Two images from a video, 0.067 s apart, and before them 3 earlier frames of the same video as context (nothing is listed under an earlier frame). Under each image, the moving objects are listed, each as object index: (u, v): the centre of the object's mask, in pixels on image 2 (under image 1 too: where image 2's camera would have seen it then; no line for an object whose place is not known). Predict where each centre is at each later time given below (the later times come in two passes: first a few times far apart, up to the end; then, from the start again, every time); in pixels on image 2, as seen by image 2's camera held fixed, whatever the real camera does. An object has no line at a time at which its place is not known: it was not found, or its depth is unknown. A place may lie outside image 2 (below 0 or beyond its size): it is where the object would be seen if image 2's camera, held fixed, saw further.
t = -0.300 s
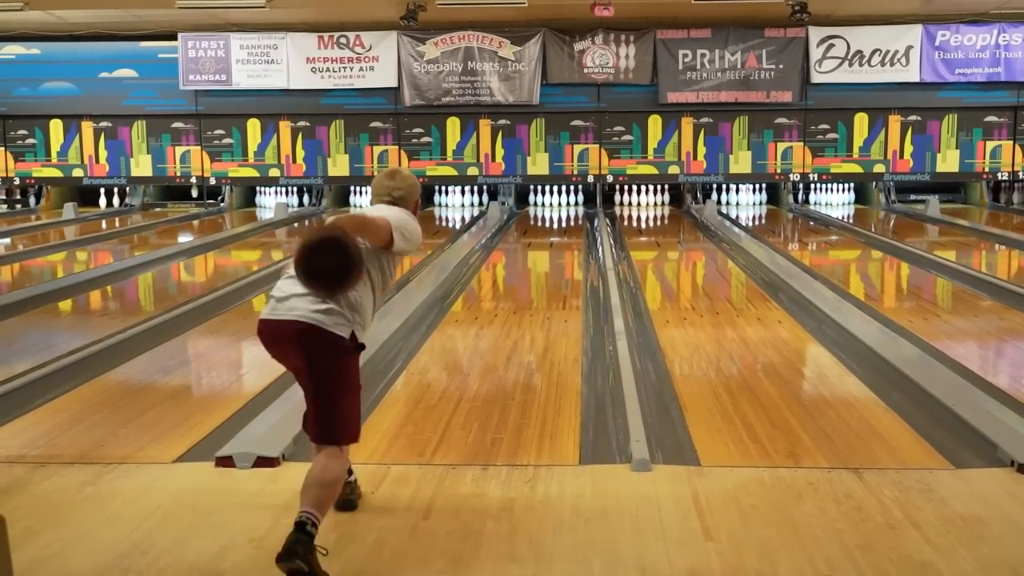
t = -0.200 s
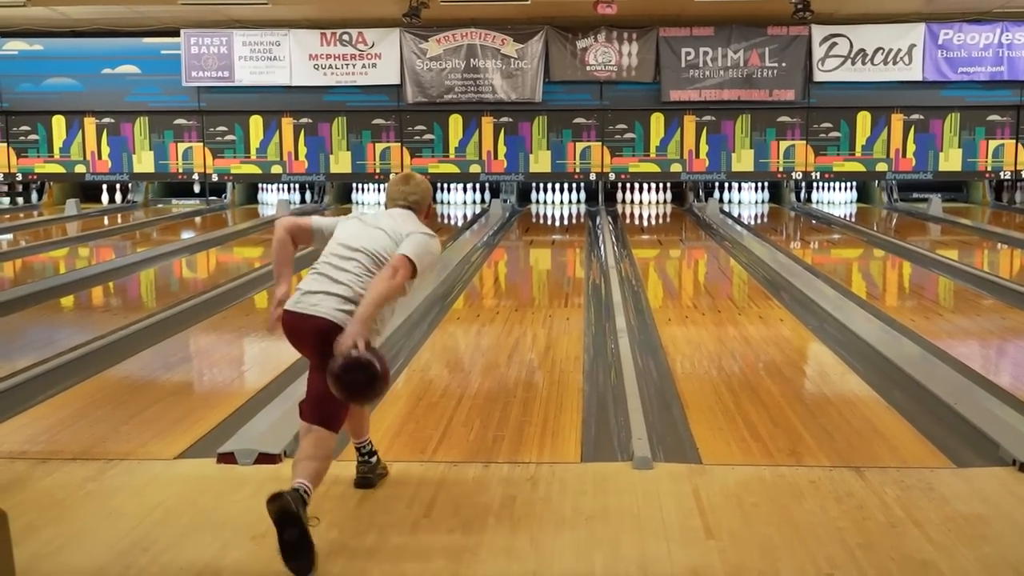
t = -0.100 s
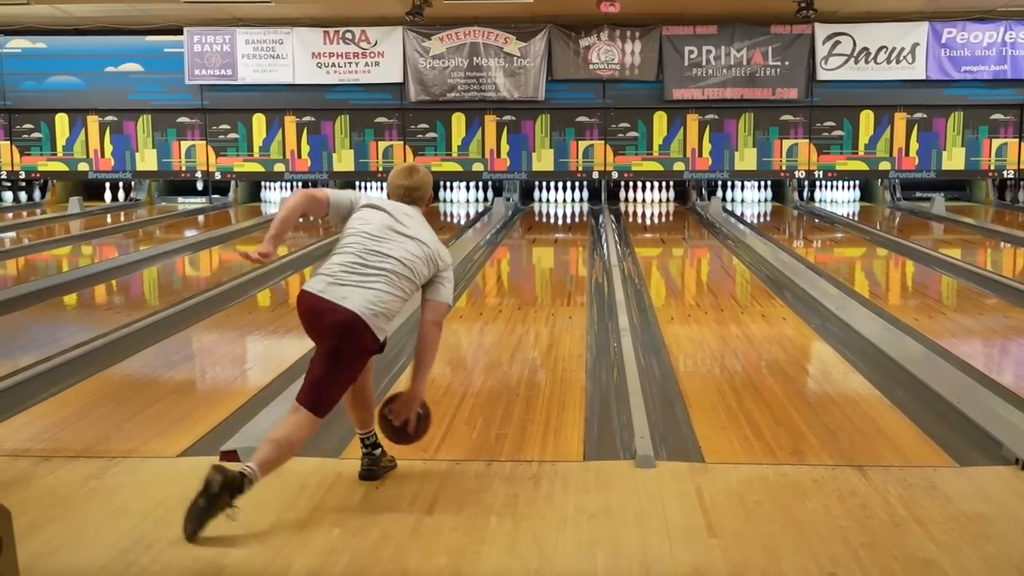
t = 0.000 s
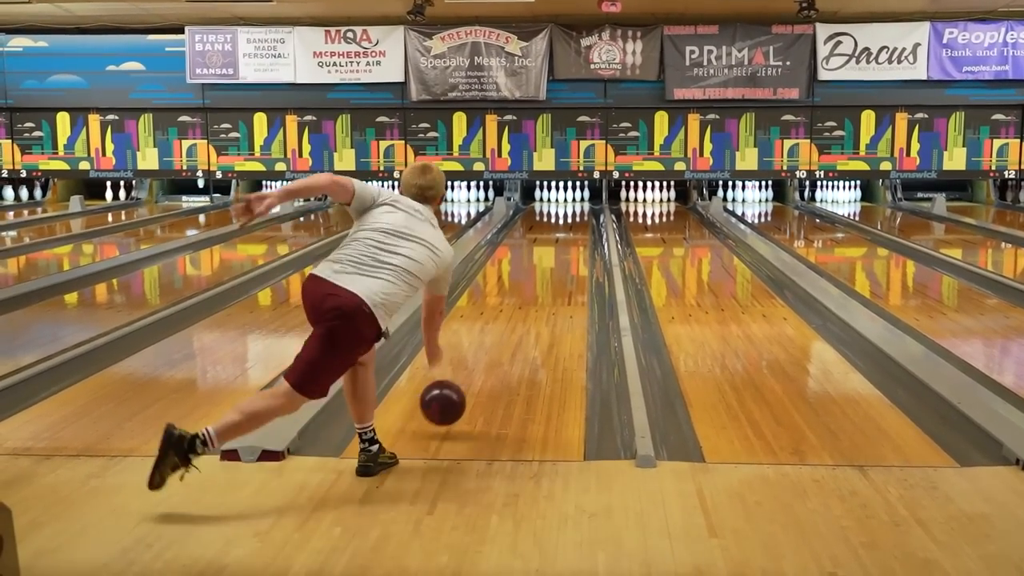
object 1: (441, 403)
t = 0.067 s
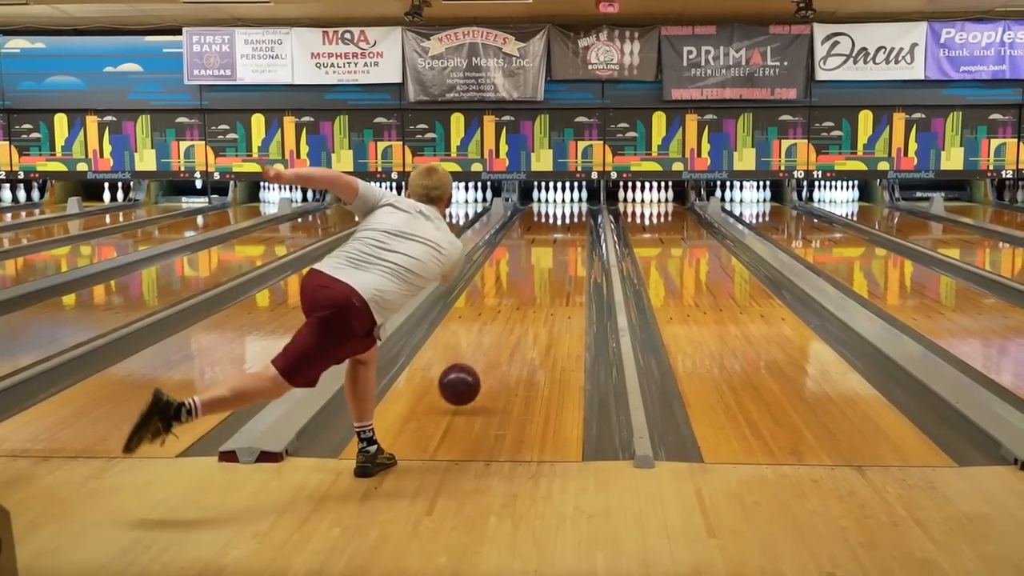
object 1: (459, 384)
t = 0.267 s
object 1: (498, 341)
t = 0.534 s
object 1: (529, 298)
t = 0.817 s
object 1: (551, 269)
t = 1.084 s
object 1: (564, 251)
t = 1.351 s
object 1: (570, 239)
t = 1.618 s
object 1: (573, 227)
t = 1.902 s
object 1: (574, 215)
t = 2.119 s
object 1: (570, 206)
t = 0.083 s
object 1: (463, 381)
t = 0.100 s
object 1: (467, 379)
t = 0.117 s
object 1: (471, 377)
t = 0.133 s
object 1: (475, 373)
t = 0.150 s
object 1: (478, 369)
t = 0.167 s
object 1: (481, 364)
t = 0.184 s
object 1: (484, 361)
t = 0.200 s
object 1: (487, 357)
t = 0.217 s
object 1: (490, 353)
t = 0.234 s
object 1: (493, 349)
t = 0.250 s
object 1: (496, 345)
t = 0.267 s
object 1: (498, 341)
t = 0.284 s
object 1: (500, 338)
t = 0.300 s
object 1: (503, 335)
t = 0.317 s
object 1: (505, 331)
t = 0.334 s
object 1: (507, 328)
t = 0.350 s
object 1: (509, 325)
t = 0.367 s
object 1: (512, 322)
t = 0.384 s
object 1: (513, 319)
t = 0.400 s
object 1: (515, 317)
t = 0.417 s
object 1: (517, 315)
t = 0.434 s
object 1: (519, 312)
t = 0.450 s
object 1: (521, 310)
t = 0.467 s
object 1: (522, 307)
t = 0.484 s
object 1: (524, 305)
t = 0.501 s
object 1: (526, 303)
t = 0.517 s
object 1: (527, 300)
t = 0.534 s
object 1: (529, 298)
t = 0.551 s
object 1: (530, 296)
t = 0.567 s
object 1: (532, 294)
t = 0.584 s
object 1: (533, 292)
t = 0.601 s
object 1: (535, 290)
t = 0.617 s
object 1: (536, 288)
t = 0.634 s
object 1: (538, 286)
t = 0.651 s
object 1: (539, 284)
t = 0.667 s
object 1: (540, 282)
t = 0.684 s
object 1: (542, 281)
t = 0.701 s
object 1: (543, 279)
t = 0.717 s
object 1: (544, 277)
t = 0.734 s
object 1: (546, 276)
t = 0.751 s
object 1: (547, 274)
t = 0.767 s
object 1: (548, 273)
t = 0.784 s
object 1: (549, 272)
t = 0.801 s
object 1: (550, 270)
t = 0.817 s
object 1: (551, 269)
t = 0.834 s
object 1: (553, 268)
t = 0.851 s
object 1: (554, 267)
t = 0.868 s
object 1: (555, 265)
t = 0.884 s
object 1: (555, 264)
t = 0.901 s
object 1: (556, 263)
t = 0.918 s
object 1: (557, 262)
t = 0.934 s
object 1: (558, 261)
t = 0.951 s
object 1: (558, 260)
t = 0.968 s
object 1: (559, 259)
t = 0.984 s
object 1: (560, 258)
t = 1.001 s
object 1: (561, 256)
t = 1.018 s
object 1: (561, 256)
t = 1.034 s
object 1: (562, 254)
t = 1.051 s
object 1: (562, 253)
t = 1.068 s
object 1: (563, 252)
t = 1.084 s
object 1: (564, 251)
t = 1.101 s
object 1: (564, 250)
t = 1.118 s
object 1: (565, 249)
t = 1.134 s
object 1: (565, 248)
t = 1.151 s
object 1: (566, 247)
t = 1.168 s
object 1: (566, 246)
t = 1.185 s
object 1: (566, 245)
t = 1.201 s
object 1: (567, 245)
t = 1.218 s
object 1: (567, 244)
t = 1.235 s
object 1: (568, 243)
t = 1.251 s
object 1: (568, 242)
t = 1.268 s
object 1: (569, 242)
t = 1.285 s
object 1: (569, 241)
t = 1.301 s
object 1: (569, 241)
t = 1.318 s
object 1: (570, 240)
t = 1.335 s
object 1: (570, 239)
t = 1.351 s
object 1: (570, 239)
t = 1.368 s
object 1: (570, 238)
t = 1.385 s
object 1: (571, 237)
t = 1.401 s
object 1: (571, 237)
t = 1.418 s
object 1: (571, 236)
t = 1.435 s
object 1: (571, 235)
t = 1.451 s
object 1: (571, 234)
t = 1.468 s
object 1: (572, 233)
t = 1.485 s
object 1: (572, 232)
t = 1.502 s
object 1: (572, 232)
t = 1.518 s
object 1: (572, 231)
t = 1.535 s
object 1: (572, 230)
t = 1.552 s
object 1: (572, 229)
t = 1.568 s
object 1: (573, 229)
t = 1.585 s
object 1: (573, 228)
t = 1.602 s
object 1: (573, 227)
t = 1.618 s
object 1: (573, 227)
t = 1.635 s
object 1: (573, 226)
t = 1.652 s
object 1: (573, 225)
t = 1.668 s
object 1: (574, 224)
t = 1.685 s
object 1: (574, 223)
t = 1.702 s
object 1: (574, 222)
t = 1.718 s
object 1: (574, 222)
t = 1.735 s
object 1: (574, 221)
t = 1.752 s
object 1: (574, 221)
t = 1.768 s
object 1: (574, 220)
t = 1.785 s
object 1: (574, 219)
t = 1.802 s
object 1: (574, 219)
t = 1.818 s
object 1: (574, 218)
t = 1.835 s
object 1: (574, 218)
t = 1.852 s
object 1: (574, 217)
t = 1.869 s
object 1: (574, 216)
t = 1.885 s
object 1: (574, 215)
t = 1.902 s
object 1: (574, 215)
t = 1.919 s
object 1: (574, 214)
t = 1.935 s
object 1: (574, 213)
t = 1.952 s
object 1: (574, 213)
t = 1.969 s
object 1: (573, 212)
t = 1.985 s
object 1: (573, 212)
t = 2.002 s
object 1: (572, 211)
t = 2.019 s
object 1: (572, 210)
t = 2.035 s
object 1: (572, 209)
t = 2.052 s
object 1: (572, 209)
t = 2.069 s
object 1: (572, 208)
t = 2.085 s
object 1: (571, 207)
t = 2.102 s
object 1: (570, 207)
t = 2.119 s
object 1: (570, 206)
